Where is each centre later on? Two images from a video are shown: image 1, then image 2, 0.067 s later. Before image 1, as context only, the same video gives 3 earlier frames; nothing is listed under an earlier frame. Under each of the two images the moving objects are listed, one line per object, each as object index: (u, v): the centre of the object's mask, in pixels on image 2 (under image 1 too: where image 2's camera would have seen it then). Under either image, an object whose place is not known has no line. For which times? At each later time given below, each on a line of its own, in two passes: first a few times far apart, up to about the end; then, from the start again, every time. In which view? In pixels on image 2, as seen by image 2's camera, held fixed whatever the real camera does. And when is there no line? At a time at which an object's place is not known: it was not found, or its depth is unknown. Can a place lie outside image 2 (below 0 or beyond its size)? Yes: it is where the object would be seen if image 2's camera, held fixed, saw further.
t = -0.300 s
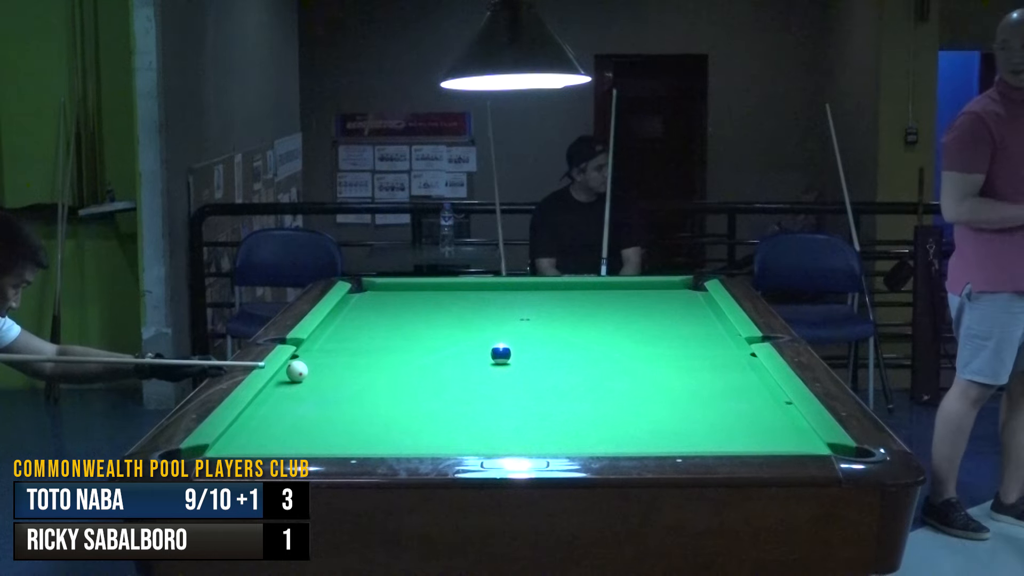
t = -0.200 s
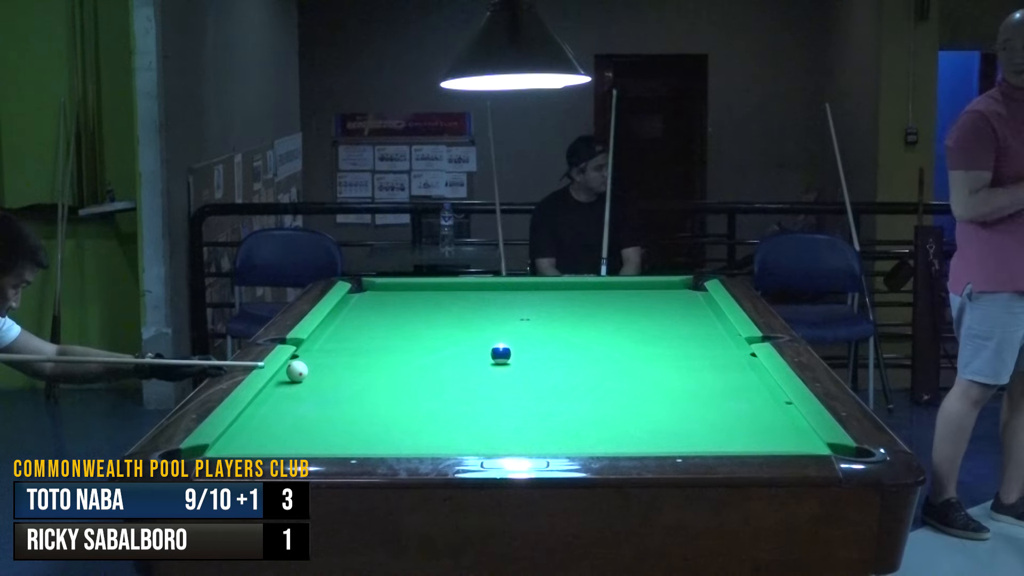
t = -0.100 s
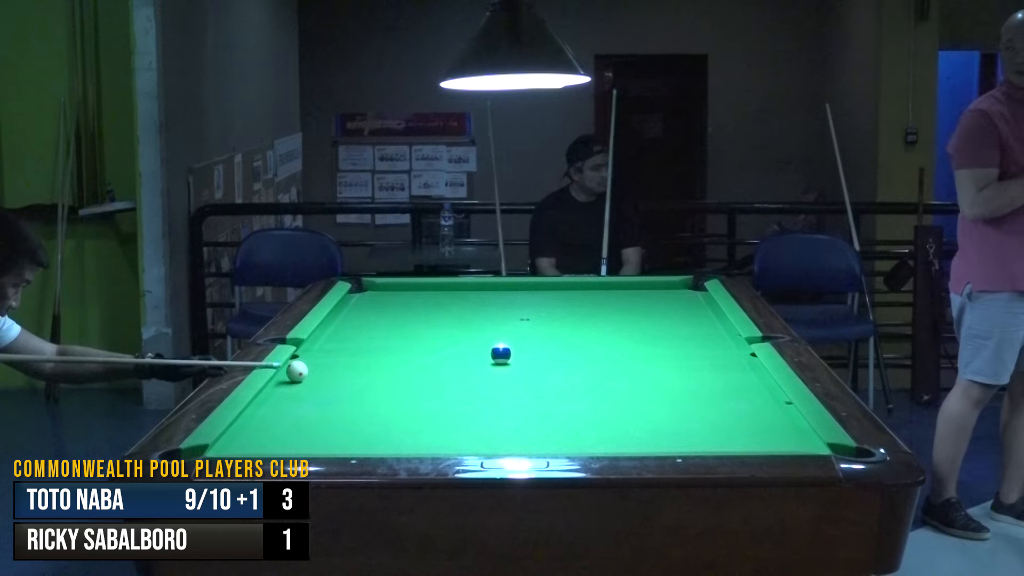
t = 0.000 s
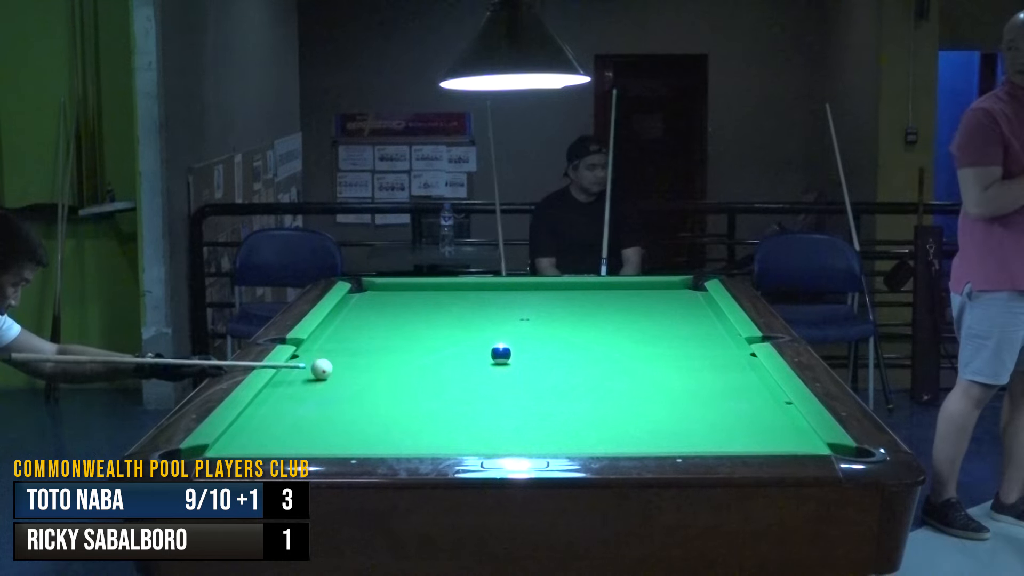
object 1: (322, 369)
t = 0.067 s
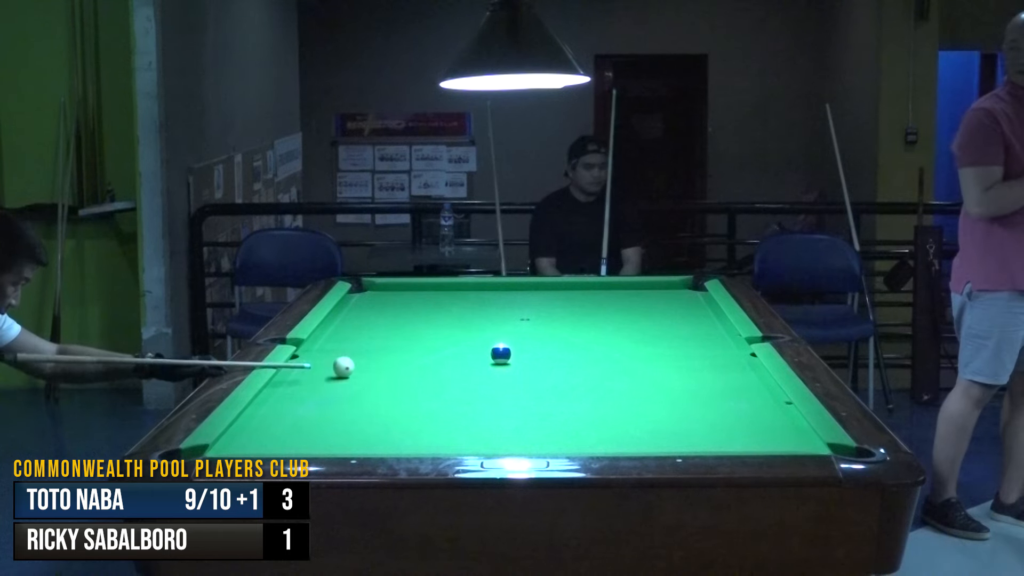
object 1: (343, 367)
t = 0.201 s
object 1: (386, 363)
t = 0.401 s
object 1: (446, 357)
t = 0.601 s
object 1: (482, 353)
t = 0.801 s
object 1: (492, 349)
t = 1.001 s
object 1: (502, 346)
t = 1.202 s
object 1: (510, 343)
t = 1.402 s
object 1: (518, 340)
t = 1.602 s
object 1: (525, 337)
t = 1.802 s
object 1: (532, 335)
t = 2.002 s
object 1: (538, 333)
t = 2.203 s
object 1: (543, 331)
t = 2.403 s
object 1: (548, 329)
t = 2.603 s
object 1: (553, 327)
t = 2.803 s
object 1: (556, 326)
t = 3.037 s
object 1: (560, 325)
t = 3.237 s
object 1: (563, 324)
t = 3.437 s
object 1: (565, 323)
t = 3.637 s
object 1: (567, 322)
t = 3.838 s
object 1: (568, 322)
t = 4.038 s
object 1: (569, 322)
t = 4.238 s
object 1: (568, 321)
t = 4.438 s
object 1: (568, 321)
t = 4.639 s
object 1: (568, 322)
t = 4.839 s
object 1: (568, 322)
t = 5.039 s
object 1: (568, 322)
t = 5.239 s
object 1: (568, 322)
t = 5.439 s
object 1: (568, 322)
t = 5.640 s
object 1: (568, 322)
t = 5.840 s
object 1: (569, 322)
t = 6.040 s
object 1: (569, 322)
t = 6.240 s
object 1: (569, 322)
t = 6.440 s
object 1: (569, 322)
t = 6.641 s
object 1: (569, 322)
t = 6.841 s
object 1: (568, 322)
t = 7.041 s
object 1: (568, 322)
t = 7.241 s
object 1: (568, 322)
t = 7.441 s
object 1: (569, 322)
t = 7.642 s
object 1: (569, 322)
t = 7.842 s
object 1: (568, 322)
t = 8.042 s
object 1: (568, 322)
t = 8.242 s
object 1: (568, 322)
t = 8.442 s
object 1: (568, 322)
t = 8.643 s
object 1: (569, 322)
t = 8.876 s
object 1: (568, 322)
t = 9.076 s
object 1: (569, 322)
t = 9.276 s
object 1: (569, 322)
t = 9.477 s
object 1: (569, 322)
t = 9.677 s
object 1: (569, 322)
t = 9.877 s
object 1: (569, 322)
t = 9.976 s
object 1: (568, 321)
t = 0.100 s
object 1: (354, 366)
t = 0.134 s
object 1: (365, 365)
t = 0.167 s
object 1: (375, 364)
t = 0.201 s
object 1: (386, 363)
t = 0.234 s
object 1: (396, 362)
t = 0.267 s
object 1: (406, 361)
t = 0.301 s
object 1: (417, 360)
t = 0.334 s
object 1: (427, 359)
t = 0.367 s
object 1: (437, 358)
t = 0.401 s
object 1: (446, 357)
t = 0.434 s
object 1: (456, 357)
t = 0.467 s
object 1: (466, 356)
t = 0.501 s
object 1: (476, 355)
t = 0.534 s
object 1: (480, 354)
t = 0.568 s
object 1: (481, 353)
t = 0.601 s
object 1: (482, 353)
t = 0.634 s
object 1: (484, 352)
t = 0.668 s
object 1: (486, 352)
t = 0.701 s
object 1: (487, 351)
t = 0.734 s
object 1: (489, 351)
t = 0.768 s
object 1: (491, 350)
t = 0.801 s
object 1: (492, 349)
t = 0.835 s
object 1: (494, 349)
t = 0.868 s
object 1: (496, 348)
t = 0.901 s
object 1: (497, 347)
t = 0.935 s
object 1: (499, 347)
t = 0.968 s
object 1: (500, 346)
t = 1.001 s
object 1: (502, 346)
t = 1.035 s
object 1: (503, 345)
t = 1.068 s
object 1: (505, 345)
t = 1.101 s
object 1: (507, 344)
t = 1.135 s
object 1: (508, 344)
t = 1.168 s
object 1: (509, 343)
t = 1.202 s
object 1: (510, 343)
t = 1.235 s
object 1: (512, 342)
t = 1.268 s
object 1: (513, 342)
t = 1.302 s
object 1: (515, 341)
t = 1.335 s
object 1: (516, 341)
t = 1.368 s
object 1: (517, 340)
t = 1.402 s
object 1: (518, 340)
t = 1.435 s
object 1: (520, 339)
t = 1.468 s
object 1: (521, 339)
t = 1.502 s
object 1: (522, 339)
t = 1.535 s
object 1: (523, 338)
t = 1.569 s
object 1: (525, 337)
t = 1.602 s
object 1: (525, 337)
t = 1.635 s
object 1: (527, 337)
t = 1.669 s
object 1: (528, 336)
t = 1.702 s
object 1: (529, 336)
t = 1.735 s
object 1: (530, 336)
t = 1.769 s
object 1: (531, 335)
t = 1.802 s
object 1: (532, 335)
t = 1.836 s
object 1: (533, 334)
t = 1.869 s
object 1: (534, 334)
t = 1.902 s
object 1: (535, 334)
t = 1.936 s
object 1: (536, 333)
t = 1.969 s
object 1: (537, 333)
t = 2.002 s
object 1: (538, 333)
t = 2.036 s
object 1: (539, 332)
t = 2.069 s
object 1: (540, 332)
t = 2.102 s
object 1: (541, 332)
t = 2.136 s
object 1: (542, 331)
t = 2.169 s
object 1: (542, 331)
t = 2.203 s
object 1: (543, 331)
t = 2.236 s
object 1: (544, 330)
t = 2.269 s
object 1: (545, 330)
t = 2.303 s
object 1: (546, 330)
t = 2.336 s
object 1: (546, 330)
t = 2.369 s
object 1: (547, 329)
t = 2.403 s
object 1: (548, 329)
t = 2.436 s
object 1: (549, 329)
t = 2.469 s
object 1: (550, 329)
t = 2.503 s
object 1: (550, 328)
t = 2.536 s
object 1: (551, 328)
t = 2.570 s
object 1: (552, 328)
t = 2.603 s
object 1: (553, 327)
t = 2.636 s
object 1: (553, 327)
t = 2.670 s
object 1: (554, 327)
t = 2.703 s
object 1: (555, 327)
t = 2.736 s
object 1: (555, 327)
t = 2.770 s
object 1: (556, 326)
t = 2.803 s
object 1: (556, 326)
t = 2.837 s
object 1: (557, 326)
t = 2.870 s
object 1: (557, 326)
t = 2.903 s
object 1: (558, 325)
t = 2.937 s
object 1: (559, 326)
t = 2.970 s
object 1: (559, 325)
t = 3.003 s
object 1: (560, 325)
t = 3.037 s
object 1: (560, 325)
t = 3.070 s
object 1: (561, 325)
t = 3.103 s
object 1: (561, 325)
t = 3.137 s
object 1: (562, 325)
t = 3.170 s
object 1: (562, 324)
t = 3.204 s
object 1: (562, 324)
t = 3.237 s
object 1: (563, 324)
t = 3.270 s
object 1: (563, 324)
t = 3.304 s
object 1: (564, 324)
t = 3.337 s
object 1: (564, 323)
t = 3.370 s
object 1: (565, 323)
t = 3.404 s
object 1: (565, 323)
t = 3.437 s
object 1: (565, 323)
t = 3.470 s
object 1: (566, 323)
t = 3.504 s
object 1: (566, 323)
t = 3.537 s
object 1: (566, 323)
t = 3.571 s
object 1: (567, 323)
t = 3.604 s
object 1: (567, 323)
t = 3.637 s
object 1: (567, 322)
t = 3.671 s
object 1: (567, 322)
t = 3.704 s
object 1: (567, 322)
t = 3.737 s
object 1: (568, 322)
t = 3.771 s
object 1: (568, 322)
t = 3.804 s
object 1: (568, 322)
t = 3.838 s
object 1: (568, 322)
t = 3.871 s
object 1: (568, 322)
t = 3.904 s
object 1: (568, 322)
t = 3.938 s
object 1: (568, 322)
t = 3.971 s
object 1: (569, 322)
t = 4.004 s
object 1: (568, 322)
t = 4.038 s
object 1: (569, 322)
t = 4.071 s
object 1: (569, 322)
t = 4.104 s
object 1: (569, 322)
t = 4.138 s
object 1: (568, 321)
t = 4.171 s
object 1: (568, 321)
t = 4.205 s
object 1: (568, 321)
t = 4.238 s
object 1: (568, 321)
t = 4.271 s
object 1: (568, 322)
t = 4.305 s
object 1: (568, 322)
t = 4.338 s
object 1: (568, 322)
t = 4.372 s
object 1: (568, 322)
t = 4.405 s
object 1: (568, 322)
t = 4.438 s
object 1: (568, 321)
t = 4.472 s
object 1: (568, 321)
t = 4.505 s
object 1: (568, 322)
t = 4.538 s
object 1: (568, 322)
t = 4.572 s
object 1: (568, 322)
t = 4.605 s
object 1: (568, 322)
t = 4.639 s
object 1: (568, 322)
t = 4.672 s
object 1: (568, 322)
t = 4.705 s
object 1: (568, 322)
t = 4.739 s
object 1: (568, 322)
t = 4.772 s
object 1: (568, 322)
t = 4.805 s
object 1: (568, 322)
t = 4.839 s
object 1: (568, 322)
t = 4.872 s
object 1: (568, 322)
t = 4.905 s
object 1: (568, 322)
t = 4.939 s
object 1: (568, 322)
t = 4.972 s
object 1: (568, 322)
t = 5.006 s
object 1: (568, 322)
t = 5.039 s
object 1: (568, 322)
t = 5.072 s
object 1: (568, 322)
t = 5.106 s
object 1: (568, 322)
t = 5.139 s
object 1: (568, 322)
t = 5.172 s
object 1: (568, 322)
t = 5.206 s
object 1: (568, 322)
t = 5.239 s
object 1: (568, 322)
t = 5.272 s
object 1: (568, 322)
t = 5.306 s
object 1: (568, 322)
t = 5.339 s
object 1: (568, 322)
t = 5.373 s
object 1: (569, 322)
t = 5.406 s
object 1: (568, 322)
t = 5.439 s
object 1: (568, 322)
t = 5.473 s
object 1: (568, 322)
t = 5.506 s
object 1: (569, 322)
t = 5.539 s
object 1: (568, 322)
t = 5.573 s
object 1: (568, 322)
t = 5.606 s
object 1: (569, 322)
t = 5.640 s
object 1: (568, 322)
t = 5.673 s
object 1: (568, 322)
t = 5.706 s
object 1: (569, 322)
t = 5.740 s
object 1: (569, 322)
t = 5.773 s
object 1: (569, 322)
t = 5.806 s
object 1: (569, 322)
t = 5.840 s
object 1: (569, 322)
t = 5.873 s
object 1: (568, 322)
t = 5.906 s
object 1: (569, 322)
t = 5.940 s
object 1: (569, 322)
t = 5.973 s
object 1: (569, 322)
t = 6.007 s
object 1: (569, 322)
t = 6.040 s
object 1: (569, 322)
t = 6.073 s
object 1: (569, 322)
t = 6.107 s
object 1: (569, 322)
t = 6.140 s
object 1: (569, 322)
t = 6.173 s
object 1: (569, 322)
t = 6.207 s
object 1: (569, 322)
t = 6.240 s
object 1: (569, 322)
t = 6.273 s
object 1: (569, 322)
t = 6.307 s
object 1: (569, 322)
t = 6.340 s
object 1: (569, 322)
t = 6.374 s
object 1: (569, 322)
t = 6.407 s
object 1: (569, 322)
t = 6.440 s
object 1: (569, 322)
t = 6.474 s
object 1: (569, 322)
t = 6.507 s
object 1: (569, 322)
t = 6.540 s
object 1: (568, 322)
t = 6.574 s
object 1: (568, 322)
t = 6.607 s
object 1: (568, 322)
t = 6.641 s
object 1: (569, 322)
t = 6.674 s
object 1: (568, 322)
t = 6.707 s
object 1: (569, 322)
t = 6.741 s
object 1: (568, 322)
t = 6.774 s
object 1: (569, 322)
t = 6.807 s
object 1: (568, 322)
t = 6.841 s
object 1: (568, 322)
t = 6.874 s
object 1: (568, 322)
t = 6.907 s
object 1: (568, 322)
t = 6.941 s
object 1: (568, 322)
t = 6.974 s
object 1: (568, 322)
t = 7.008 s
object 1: (568, 322)
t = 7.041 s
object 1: (568, 322)
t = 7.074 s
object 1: (568, 322)
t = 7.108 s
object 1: (568, 322)
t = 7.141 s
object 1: (568, 322)
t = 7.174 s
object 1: (568, 322)
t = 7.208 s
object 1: (569, 322)
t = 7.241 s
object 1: (568, 322)
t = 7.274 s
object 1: (568, 322)
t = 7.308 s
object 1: (568, 322)
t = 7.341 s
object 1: (568, 322)
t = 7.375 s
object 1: (568, 322)
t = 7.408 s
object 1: (569, 322)
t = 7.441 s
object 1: (569, 322)
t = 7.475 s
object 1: (569, 322)
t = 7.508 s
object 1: (568, 322)
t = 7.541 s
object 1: (569, 322)
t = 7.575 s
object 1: (569, 322)
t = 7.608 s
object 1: (569, 322)
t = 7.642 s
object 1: (569, 322)
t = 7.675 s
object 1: (569, 322)
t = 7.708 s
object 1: (569, 322)
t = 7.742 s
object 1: (568, 322)
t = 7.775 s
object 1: (568, 322)
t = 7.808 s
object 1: (568, 322)
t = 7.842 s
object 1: (568, 322)
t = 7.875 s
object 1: (568, 322)
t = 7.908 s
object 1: (568, 322)
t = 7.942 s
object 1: (568, 322)
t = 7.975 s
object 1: (568, 322)
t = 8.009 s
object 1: (568, 322)
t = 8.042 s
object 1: (568, 322)
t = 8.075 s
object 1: (568, 322)
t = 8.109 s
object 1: (568, 322)
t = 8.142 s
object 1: (568, 322)
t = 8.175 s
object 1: (568, 322)
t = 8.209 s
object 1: (568, 322)
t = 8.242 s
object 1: (568, 322)
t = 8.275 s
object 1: (568, 322)
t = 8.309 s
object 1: (568, 322)
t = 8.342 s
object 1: (568, 322)
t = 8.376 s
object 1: (568, 322)
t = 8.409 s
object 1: (568, 322)
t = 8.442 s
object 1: (568, 322)
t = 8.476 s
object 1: (568, 322)
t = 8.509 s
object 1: (568, 322)
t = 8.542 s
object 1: (569, 322)
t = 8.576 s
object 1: (569, 322)
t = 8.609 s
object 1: (569, 322)
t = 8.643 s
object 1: (569, 322)
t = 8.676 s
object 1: (569, 322)
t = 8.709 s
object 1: (569, 322)
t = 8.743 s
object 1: (569, 322)
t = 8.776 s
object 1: (569, 322)
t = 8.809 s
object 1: (569, 322)
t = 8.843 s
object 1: (568, 322)
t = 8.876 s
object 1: (568, 322)
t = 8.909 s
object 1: (568, 322)
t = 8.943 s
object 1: (568, 322)
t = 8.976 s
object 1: (568, 322)
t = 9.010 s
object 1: (568, 322)
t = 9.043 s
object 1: (569, 322)
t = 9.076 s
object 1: (569, 322)
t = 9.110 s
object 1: (568, 322)
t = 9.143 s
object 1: (569, 322)
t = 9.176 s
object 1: (569, 322)
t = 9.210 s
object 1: (569, 322)
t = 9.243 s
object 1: (569, 322)
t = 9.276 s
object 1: (569, 322)
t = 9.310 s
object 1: (568, 322)
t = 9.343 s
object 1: (568, 322)
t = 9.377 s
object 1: (569, 322)
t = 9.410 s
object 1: (569, 322)
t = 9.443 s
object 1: (569, 322)
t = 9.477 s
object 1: (569, 322)
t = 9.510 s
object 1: (569, 322)
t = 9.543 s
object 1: (569, 322)
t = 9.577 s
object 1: (569, 322)
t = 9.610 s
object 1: (569, 322)
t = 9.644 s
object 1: (569, 322)
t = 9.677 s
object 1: (569, 322)
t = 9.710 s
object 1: (569, 322)
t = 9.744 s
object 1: (569, 322)
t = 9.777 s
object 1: (569, 322)
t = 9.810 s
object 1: (569, 322)
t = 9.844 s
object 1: (569, 322)
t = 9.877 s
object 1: (569, 322)
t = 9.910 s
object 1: (569, 322)
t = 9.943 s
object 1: (568, 321)
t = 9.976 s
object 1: (568, 321)
